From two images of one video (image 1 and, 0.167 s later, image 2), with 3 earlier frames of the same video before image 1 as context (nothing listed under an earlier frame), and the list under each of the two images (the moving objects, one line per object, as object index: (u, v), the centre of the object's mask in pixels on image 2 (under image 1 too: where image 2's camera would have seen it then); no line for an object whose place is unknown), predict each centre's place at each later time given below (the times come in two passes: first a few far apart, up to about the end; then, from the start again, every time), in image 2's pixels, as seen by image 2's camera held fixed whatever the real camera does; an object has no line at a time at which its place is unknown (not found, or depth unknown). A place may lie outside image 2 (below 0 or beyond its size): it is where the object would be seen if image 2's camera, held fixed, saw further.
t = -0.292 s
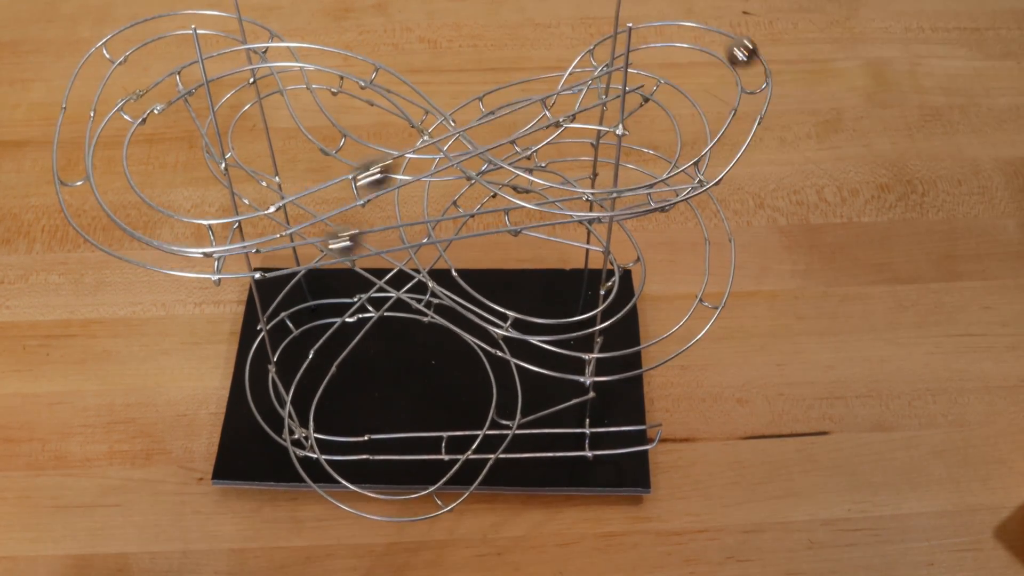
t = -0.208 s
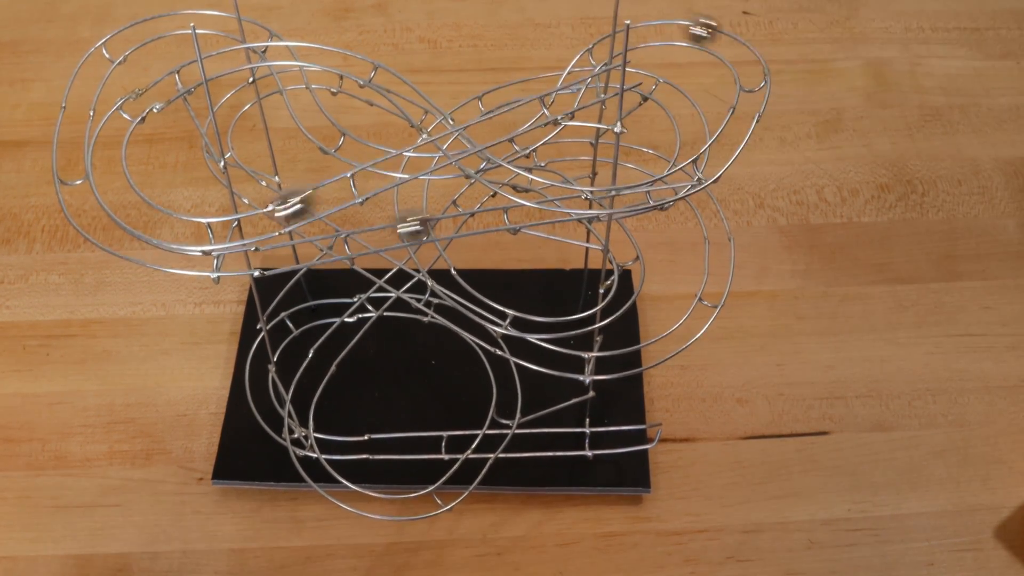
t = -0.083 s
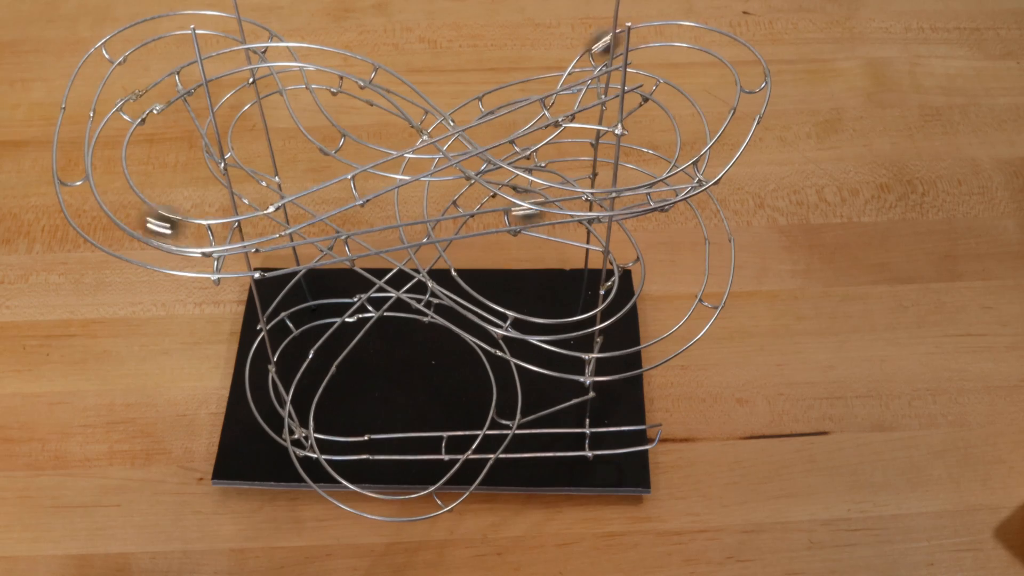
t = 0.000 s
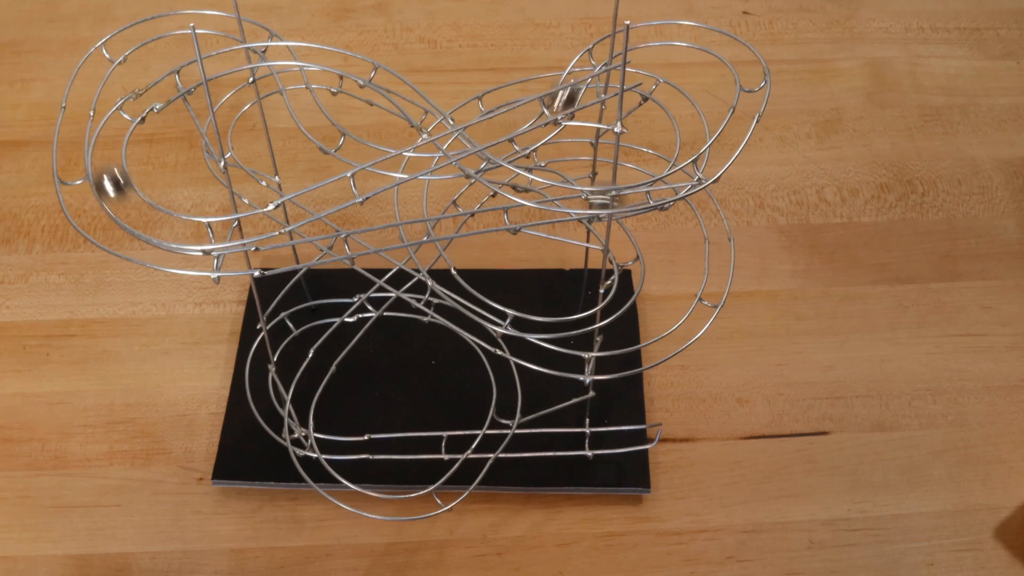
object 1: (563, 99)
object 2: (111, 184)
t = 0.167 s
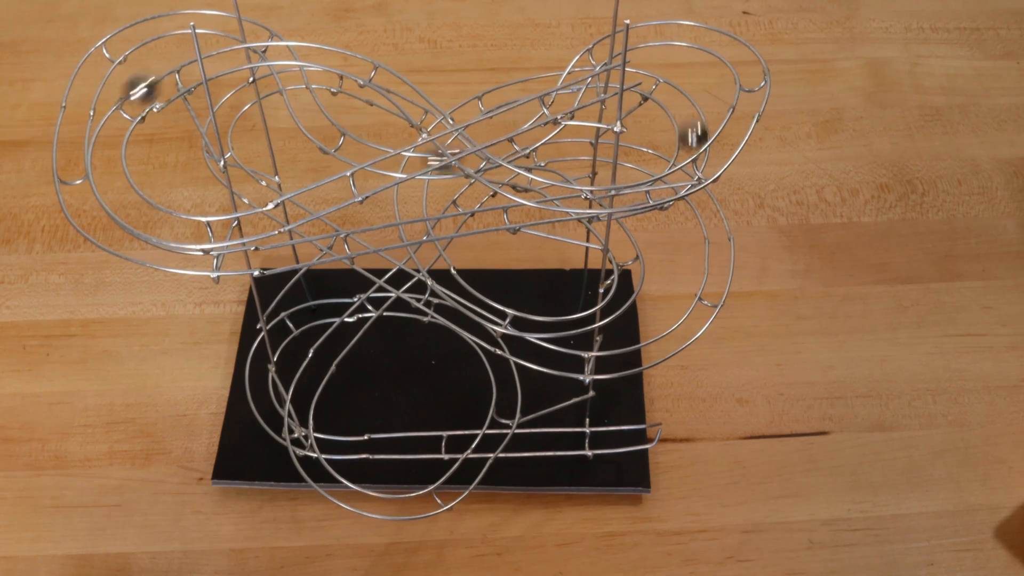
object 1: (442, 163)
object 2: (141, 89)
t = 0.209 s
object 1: (409, 160)
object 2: (168, 79)
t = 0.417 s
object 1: (297, 84)
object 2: (279, 43)
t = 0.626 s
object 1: (223, 16)
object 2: (383, 71)
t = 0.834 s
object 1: (123, 36)
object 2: (458, 140)
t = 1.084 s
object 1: (76, 110)
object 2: (589, 189)
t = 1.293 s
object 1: (81, 203)
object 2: (711, 158)
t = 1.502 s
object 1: (187, 258)
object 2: (751, 87)
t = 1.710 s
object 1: (352, 237)
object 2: (693, 26)
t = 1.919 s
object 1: (541, 208)
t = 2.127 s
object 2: (410, 163)
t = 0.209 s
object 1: (409, 160)
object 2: (168, 79)
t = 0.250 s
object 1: (377, 151)
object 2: (187, 67)
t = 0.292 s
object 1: (347, 141)
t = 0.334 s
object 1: (326, 127)
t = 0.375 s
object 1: (308, 107)
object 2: (257, 46)
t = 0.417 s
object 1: (297, 84)
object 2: (279, 43)
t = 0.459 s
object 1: (288, 72)
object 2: (300, 44)
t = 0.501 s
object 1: (278, 52)
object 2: (324, 47)
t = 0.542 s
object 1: (264, 32)
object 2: (344, 52)
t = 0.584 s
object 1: (244, 22)
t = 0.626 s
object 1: (223, 16)
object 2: (383, 71)
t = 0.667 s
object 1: (200, 15)
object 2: (400, 82)
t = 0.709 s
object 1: (178, 16)
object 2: (416, 97)
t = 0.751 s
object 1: (157, 20)
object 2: (431, 109)
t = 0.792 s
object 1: (139, 27)
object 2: (441, 120)
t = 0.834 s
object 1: (123, 36)
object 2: (458, 140)
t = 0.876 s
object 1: (109, 46)
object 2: (475, 150)
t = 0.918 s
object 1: (99, 57)
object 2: (492, 162)
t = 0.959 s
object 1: (90, 69)
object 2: (514, 176)
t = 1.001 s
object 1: (84, 81)
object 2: (534, 184)
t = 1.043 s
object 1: (79, 95)
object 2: (561, 188)
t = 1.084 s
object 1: (76, 110)
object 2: (589, 189)
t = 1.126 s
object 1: (72, 127)
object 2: (614, 191)
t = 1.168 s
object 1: (69, 145)
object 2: (645, 186)
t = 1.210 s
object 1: (70, 165)
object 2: (671, 180)
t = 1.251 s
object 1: (74, 183)
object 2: (690, 170)
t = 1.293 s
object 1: (81, 203)
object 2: (711, 158)
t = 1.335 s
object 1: (91, 219)
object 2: (725, 141)
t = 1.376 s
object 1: (108, 232)
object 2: (735, 125)
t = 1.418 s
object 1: (130, 242)
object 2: (741, 109)
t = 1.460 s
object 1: (158, 252)
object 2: (748, 99)
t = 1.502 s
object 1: (187, 258)
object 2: (751, 87)
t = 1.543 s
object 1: (222, 259)
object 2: (752, 75)
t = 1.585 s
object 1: (256, 256)
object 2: (747, 59)
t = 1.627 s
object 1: (286, 253)
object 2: (736, 46)
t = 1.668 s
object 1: (319, 245)
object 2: (718, 34)
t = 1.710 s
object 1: (352, 237)
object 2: (693, 26)
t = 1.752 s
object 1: (388, 232)
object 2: (662, 23)
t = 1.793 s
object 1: (423, 226)
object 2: (627, 29)
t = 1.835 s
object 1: (460, 217)
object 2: (595, 46)
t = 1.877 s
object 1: (499, 208)
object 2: (574, 70)
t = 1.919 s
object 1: (541, 208)
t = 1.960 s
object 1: (582, 202)
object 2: (535, 128)
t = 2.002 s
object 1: (617, 203)
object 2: (508, 146)
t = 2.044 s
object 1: (661, 191)
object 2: (472, 158)
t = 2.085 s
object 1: (682, 170)
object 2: (441, 163)
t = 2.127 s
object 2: (410, 163)
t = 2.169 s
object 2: (382, 153)
